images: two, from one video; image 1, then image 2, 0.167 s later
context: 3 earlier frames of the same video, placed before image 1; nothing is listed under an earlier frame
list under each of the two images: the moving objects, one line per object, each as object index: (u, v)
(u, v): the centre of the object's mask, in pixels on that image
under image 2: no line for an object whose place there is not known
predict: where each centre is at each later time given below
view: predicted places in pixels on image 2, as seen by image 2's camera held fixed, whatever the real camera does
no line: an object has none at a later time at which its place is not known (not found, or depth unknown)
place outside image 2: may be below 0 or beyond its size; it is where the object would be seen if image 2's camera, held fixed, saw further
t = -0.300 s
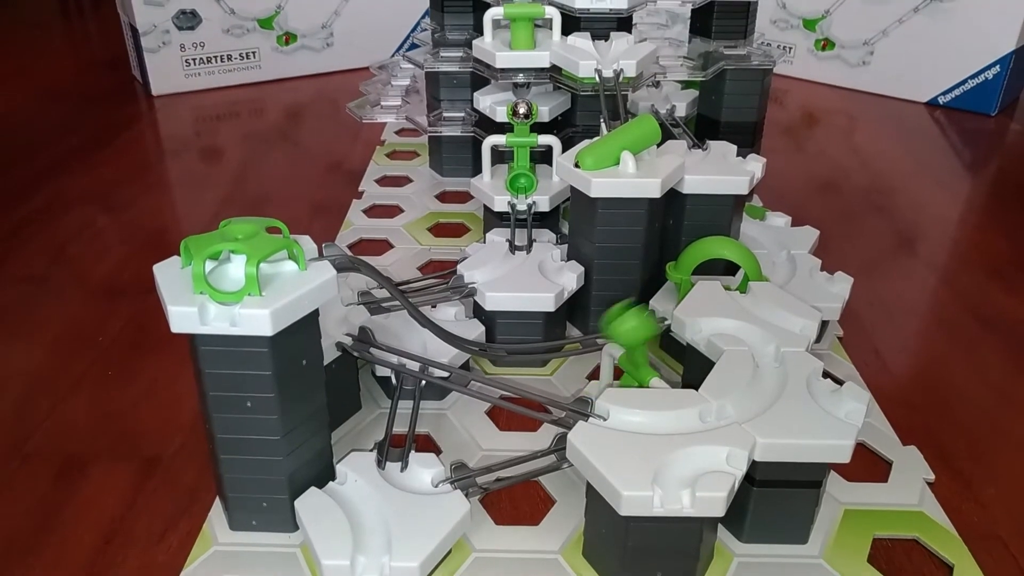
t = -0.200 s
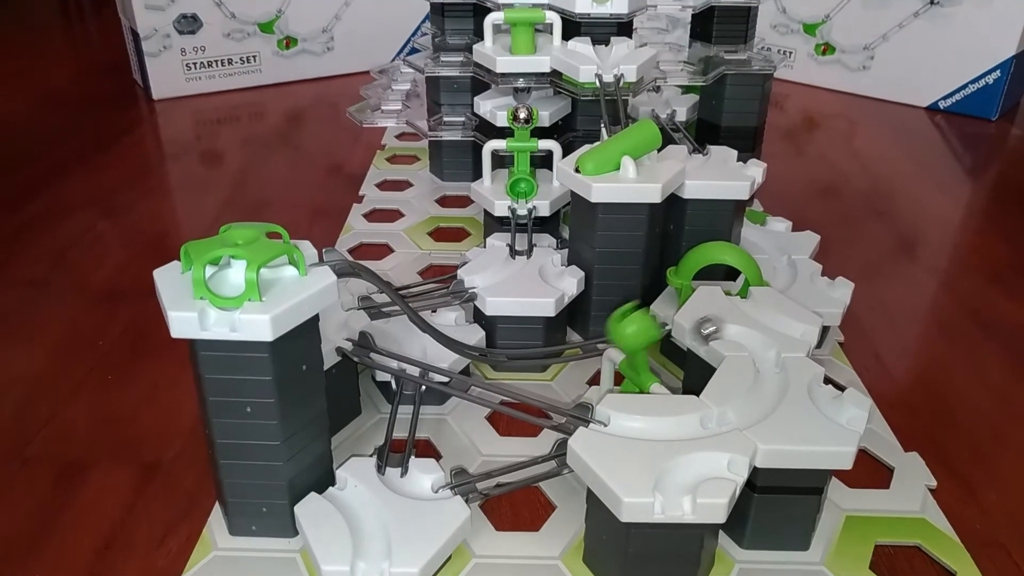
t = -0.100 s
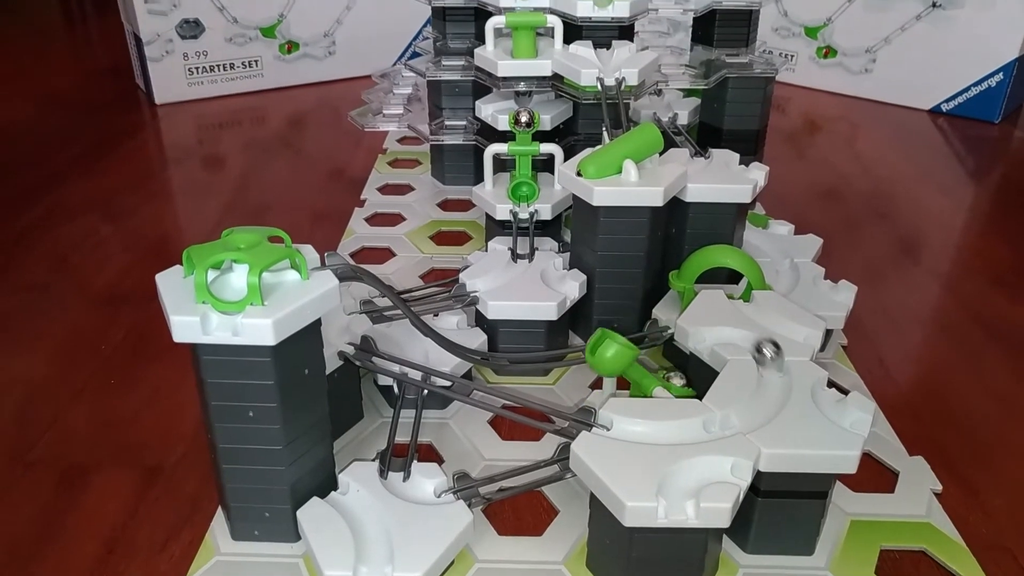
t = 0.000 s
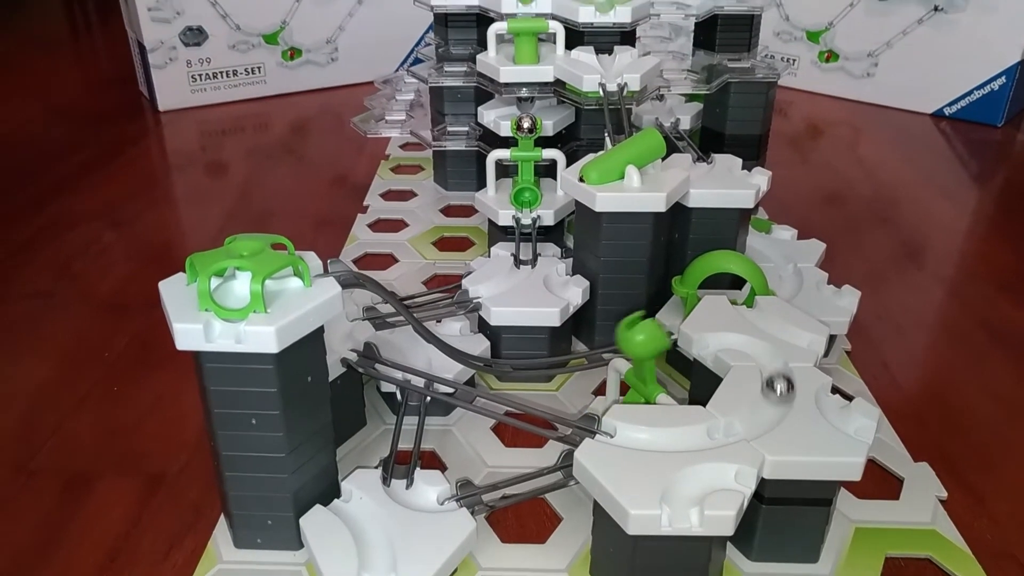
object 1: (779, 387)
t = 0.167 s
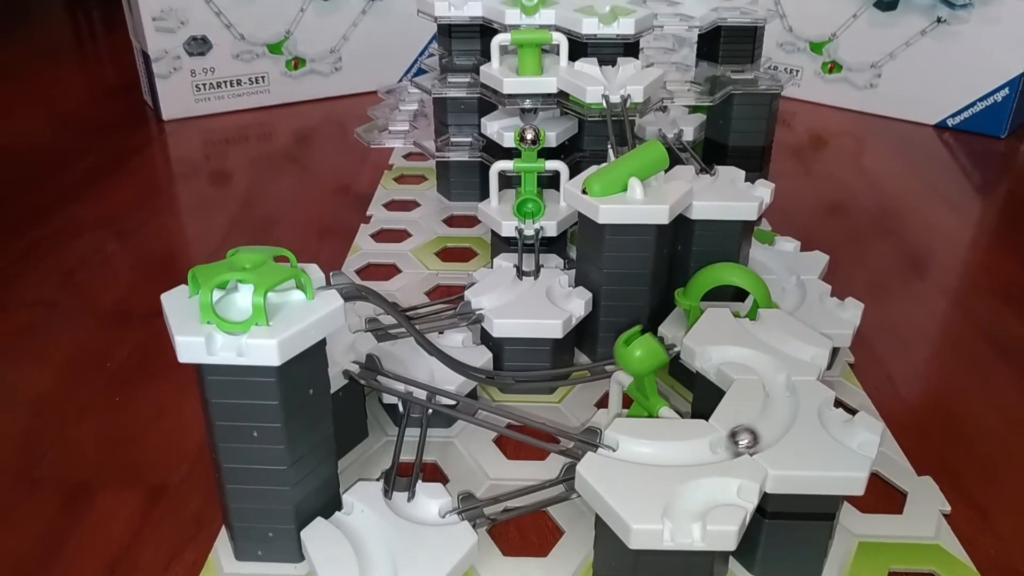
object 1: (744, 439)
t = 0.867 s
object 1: (570, 429)
